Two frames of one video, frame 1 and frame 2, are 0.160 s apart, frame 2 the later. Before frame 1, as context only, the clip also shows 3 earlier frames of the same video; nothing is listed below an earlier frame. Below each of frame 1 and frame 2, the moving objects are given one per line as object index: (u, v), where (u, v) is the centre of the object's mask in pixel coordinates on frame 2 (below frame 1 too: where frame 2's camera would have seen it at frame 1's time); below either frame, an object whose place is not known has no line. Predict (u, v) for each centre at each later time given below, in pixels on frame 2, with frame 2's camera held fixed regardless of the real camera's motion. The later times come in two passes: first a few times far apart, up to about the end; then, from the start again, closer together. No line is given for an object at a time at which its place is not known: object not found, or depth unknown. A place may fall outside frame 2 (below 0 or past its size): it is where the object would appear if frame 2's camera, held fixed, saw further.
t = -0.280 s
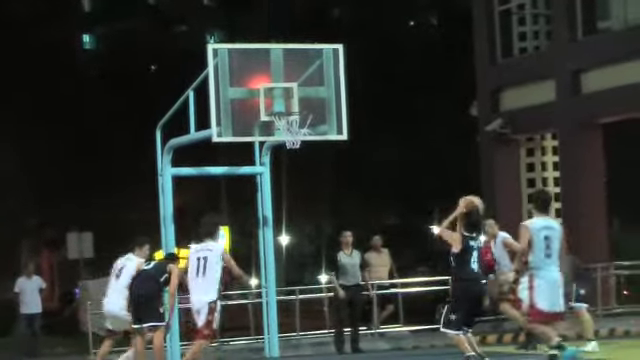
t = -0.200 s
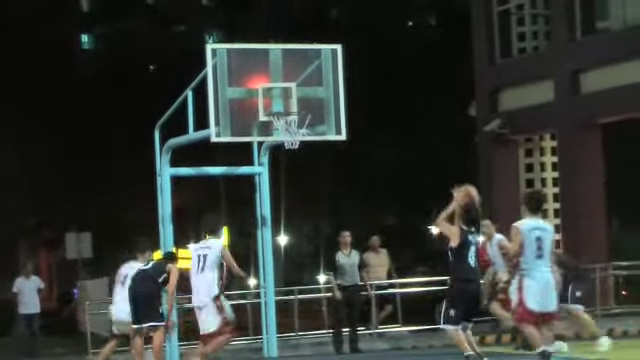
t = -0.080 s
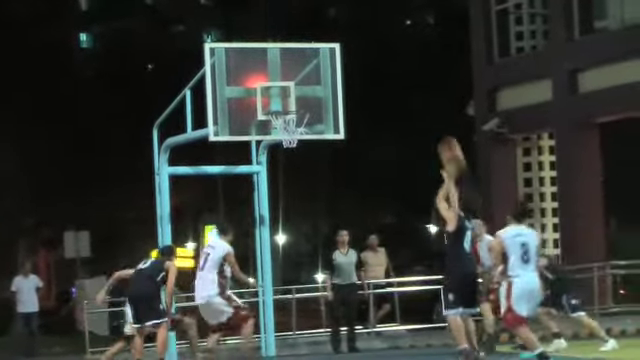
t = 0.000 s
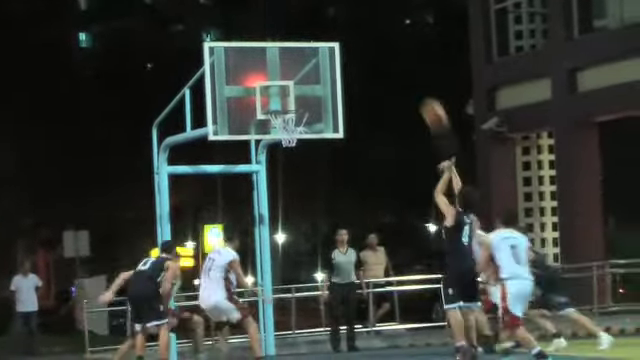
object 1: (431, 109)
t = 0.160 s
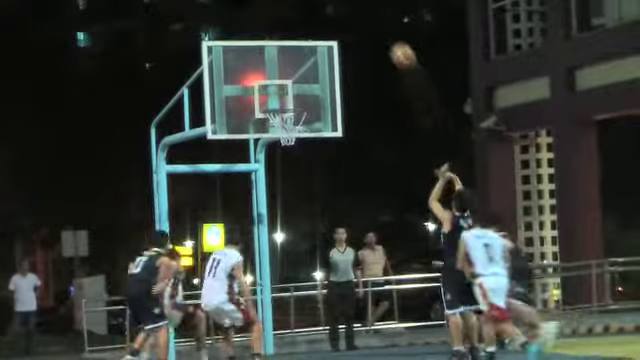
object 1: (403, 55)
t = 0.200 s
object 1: (397, 47)
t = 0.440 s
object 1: (360, 17)
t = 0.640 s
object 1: (331, 29)
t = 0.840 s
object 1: (310, 70)
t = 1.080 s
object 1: (314, 99)
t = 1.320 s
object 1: (360, 125)
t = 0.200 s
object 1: (397, 47)
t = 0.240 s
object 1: (390, 38)
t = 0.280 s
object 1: (383, 31)
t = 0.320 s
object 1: (377, 25)
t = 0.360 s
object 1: (371, 20)
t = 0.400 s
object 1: (365, 18)
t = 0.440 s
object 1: (360, 17)
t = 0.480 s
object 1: (353, 16)
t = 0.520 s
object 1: (347, 17)
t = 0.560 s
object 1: (341, 21)
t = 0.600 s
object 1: (336, 25)
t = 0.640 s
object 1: (331, 29)
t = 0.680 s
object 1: (326, 34)
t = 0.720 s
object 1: (322, 41)
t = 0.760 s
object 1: (314, 52)
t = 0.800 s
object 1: (310, 59)
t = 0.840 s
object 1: (310, 70)
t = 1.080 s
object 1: (314, 99)
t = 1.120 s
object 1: (322, 102)
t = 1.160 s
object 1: (328, 104)
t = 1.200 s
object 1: (340, 108)
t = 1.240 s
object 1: (344, 112)
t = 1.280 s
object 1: (353, 119)
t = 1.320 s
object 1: (360, 125)
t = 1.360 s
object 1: (368, 135)
